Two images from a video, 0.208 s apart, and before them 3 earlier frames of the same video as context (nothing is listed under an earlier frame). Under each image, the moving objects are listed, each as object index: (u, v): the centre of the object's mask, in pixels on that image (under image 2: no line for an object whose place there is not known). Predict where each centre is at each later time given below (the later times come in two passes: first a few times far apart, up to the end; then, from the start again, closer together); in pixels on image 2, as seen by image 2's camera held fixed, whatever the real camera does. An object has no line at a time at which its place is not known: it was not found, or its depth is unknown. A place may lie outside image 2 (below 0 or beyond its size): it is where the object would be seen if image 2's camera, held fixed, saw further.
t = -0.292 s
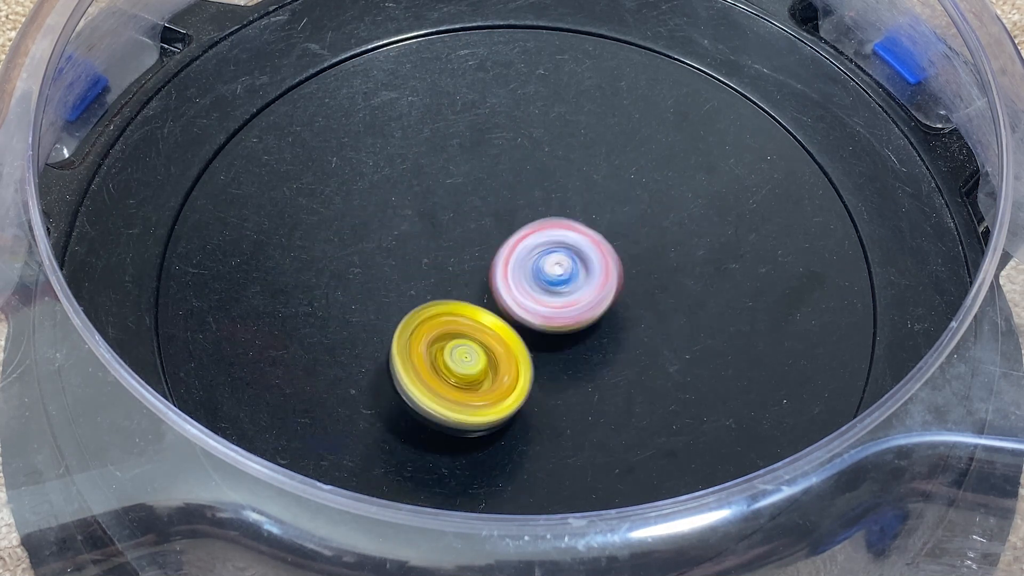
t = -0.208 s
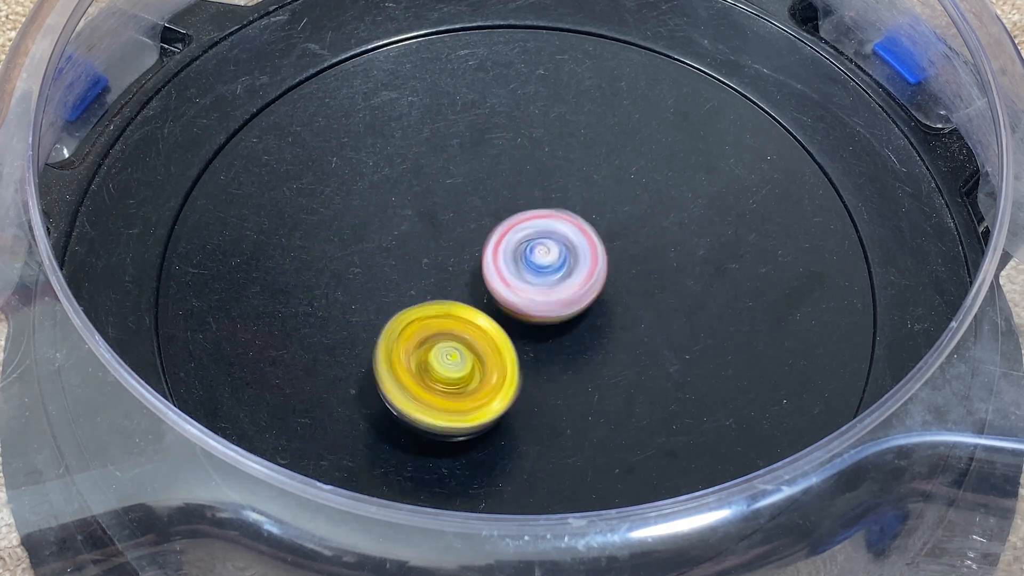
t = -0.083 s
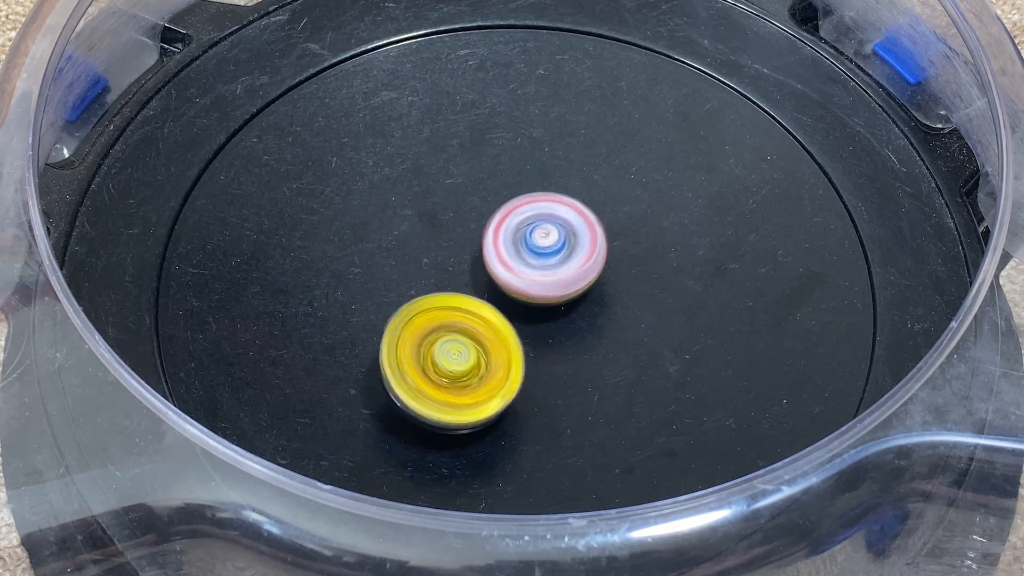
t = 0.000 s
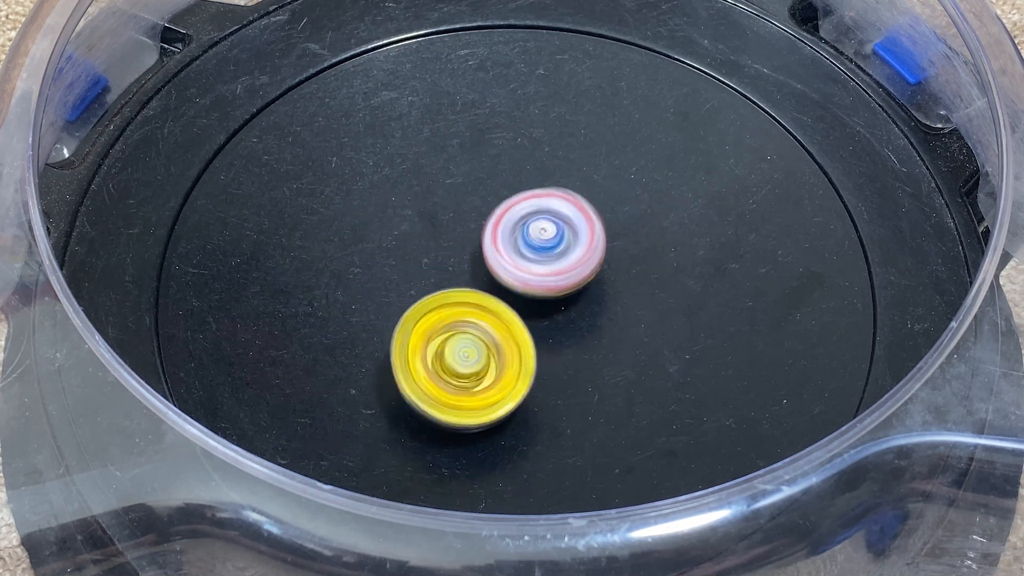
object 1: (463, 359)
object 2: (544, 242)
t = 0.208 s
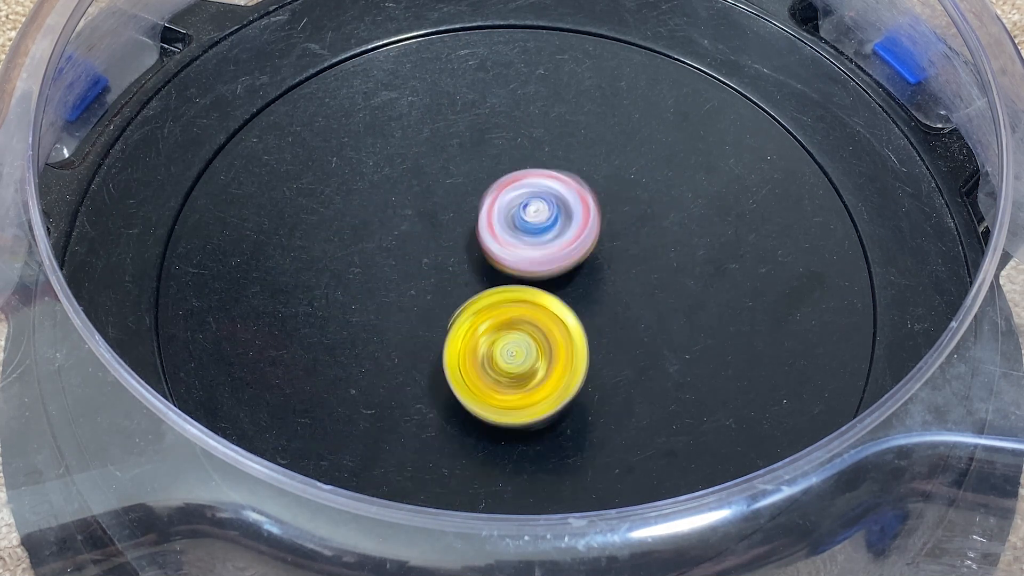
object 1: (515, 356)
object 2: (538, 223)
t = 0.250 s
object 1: (526, 363)
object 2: (543, 209)
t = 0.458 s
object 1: (556, 371)
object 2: (581, 206)
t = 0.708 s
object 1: (561, 388)
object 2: (513, 256)
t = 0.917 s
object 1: (553, 382)
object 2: (472, 174)
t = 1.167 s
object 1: (554, 323)
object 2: (520, 197)
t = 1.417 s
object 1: (601, 348)
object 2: (497, 127)
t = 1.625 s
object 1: (614, 340)
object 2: (494, 210)
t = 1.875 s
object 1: (614, 330)
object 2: (471, 322)
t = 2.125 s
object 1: (615, 311)
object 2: (462, 413)
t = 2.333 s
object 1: (620, 296)
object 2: (457, 397)
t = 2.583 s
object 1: (634, 286)
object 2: (488, 309)
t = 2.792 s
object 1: (630, 284)
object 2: (491, 234)
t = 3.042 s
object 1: (624, 283)
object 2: (531, 196)
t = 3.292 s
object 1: (612, 277)
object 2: (505, 206)
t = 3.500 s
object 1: (602, 274)
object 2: (448, 228)
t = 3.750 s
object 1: (599, 266)
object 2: (425, 245)
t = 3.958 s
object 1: (593, 254)
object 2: (456, 295)
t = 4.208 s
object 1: (586, 244)
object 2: (469, 352)
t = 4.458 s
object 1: (575, 239)
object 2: (502, 340)
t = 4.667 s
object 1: (580, 224)
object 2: (496, 355)
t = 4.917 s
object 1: (580, 212)
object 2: (514, 326)
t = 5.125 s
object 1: (567, 217)
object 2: (528, 328)
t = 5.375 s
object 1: (555, 211)
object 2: (513, 332)
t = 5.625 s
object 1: (551, 211)
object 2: (486, 316)
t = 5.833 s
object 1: (542, 212)
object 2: (456, 312)
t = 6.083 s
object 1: (547, 211)
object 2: (470, 311)
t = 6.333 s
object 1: (534, 213)
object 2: (496, 321)
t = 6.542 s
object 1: (536, 202)
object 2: (509, 359)
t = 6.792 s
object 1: (515, 214)
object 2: (487, 362)
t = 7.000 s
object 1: (495, 212)
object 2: (525, 350)
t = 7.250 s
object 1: (482, 224)
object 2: (559, 341)
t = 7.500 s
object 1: (460, 237)
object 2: (587, 311)
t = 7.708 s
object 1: (465, 245)
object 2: (583, 314)
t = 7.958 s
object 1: (446, 254)
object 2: (580, 302)
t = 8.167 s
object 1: (446, 254)
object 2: (581, 282)
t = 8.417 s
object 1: (451, 248)
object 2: (647, 290)
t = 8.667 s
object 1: (464, 262)
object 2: (646, 309)
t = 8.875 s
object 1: (454, 273)
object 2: (632, 316)
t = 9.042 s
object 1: (460, 275)
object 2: (592, 320)
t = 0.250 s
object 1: (526, 363)
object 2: (543, 209)
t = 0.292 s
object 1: (538, 366)
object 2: (551, 200)
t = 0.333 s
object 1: (546, 367)
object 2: (561, 195)
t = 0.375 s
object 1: (549, 369)
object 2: (569, 195)
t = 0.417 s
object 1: (553, 369)
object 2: (576, 199)
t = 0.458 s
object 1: (556, 371)
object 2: (581, 206)
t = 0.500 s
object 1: (559, 372)
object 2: (582, 217)
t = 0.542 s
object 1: (561, 373)
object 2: (576, 232)
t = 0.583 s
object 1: (561, 374)
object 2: (566, 246)
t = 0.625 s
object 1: (562, 375)
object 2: (552, 259)
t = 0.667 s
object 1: (562, 375)
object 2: (534, 268)
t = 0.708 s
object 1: (561, 388)
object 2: (513, 256)
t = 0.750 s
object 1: (558, 397)
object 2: (495, 236)
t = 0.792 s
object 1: (554, 394)
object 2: (484, 220)
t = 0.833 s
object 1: (553, 389)
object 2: (476, 204)
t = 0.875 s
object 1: (553, 386)
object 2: (471, 188)
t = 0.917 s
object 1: (553, 382)
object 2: (472, 174)
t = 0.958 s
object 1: (554, 379)
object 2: (477, 165)
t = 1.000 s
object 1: (555, 375)
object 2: (485, 160)
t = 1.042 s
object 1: (556, 368)
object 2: (495, 161)
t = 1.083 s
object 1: (555, 356)
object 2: (506, 168)
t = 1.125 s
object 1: (554, 340)
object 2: (514, 181)
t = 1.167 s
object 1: (554, 323)
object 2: (520, 197)
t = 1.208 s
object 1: (560, 316)
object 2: (519, 196)
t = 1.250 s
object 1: (576, 336)
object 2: (504, 164)
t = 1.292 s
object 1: (587, 348)
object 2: (493, 140)
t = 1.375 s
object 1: (599, 350)
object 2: (493, 125)
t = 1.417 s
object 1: (601, 348)
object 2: (497, 127)
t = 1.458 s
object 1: (604, 346)
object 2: (501, 135)
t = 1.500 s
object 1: (607, 344)
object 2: (503, 150)
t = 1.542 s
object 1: (610, 343)
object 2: (503, 170)
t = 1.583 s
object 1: (612, 341)
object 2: (499, 189)
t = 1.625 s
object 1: (614, 340)
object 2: (494, 210)
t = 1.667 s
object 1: (616, 339)
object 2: (490, 229)
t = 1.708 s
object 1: (616, 338)
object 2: (485, 249)
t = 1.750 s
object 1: (617, 336)
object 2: (480, 266)
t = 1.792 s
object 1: (616, 335)
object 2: (477, 285)
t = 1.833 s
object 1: (615, 333)
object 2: (474, 305)
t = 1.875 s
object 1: (614, 330)
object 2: (471, 322)
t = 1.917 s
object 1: (614, 326)
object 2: (470, 339)
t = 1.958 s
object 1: (614, 323)
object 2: (469, 355)
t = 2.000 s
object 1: (614, 320)
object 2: (467, 372)
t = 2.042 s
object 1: (614, 317)
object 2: (467, 387)
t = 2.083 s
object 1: (614, 315)
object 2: (465, 402)
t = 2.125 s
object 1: (615, 311)
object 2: (462, 413)
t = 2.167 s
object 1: (616, 308)
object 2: (458, 419)
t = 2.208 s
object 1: (616, 305)
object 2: (454, 421)
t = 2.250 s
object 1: (618, 302)
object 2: (452, 418)
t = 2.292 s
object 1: (619, 299)
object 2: (453, 410)
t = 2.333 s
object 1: (620, 296)
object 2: (457, 397)
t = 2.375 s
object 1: (621, 294)
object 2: (465, 381)
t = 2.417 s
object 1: (623, 292)
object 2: (477, 364)
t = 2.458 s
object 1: (625, 290)
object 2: (491, 349)
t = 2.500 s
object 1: (629, 287)
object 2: (496, 336)
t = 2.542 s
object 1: (636, 286)
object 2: (490, 324)
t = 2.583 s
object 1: (634, 286)
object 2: (488, 309)
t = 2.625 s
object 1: (634, 283)
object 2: (491, 293)
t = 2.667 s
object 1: (634, 282)
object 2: (497, 278)
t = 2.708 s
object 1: (639, 284)
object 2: (495, 262)
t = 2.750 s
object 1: (636, 287)
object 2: (491, 248)
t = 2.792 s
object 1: (630, 284)
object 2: (491, 234)
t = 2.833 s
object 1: (630, 282)
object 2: (496, 221)
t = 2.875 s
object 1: (629, 281)
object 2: (502, 210)
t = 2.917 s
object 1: (625, 280)
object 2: (514, 203)
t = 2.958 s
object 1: (622, 277)
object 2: (525, 202)
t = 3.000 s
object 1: (626, 280)
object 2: (530, 198)
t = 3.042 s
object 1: (624, 283)
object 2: (531, 196)
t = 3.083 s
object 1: (619, 281)
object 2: (533, 199)
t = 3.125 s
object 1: (619, 280)
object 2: (531, 199)
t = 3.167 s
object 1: (616, 284)
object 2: (524, 198)
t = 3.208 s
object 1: (611, 281)
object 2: (517, 198)
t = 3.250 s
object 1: (611, 278)
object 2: (510, 201)
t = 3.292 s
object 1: (612, 277)
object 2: (505, 206)
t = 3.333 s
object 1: (608, 276)
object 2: (498, 214)
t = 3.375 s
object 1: (607, 273)
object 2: (492, 221)
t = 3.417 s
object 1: (612, 279)
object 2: (474, 224)
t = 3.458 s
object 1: (605, 279)
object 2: (463, 225)
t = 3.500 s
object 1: (602, 274)
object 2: (448, 228)
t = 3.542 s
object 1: (606, 272)
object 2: (437, 228)
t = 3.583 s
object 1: (604, 272)
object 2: (429, 230)
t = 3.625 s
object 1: (601, 270)
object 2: (423, 231)
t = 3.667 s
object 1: (600, 267)
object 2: (422, 235)
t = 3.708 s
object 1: (601, 266)
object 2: (421, 239)
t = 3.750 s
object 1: (599, 266)
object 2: (425, 245)
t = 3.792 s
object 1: (597, 263)
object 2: (429, 252)
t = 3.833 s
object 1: (596, 260)
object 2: (436, 261)
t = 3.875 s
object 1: (595, 258)
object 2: (443, 272)
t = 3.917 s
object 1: (594, 256)
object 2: (450, 283)
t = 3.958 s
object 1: (593, 254)
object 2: (456, 295)
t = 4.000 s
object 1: (592, 252)
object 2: (462, 308)
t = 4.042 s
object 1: (591, 250)
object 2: (465, 320)
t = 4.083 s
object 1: (590, 248)
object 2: (469, 332)
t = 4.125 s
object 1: (588, 247)
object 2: (468, 342)
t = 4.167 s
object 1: (588, 246)
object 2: (469, 349)
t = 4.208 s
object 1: (586, 244)
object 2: (469, 352)
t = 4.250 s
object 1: (585, 244)
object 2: (470, 354)
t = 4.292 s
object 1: (583, 242)
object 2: (474, 354)
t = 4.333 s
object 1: (582, 241)
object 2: (478, 353)
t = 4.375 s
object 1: (580, 240)
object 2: (485, 350)
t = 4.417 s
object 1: (578, 240)
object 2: (492, 345)
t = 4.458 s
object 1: (575, 239)
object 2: (502, 340)
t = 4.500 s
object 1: (576, 232)
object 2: (505, 341)
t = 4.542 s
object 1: (584, 223)
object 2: (503, 351)
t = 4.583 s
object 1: (587, 223)
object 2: (501, 355)
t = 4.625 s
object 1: (585, 225)
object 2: (498, 357)
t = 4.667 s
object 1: (580, 224)
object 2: (496, 355)
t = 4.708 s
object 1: (578, 222)
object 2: (496, 351)
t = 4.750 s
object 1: (578, 220)
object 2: (497, 344)
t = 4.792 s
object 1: (577, 220)
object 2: (502, 338)
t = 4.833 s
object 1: (575, 221)
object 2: (508, 328)
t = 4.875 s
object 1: (574, 217)
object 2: (513, 321)
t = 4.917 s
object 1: (580, 212)
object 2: (514, 326)
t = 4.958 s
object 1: (582, 218)
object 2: (518, 328)
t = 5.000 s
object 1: (573, 218)
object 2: (520, 329)
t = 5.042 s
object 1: (569, 217)
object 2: (523, 330)
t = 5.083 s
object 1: (569, 216)
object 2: (526, 328)
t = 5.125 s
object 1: (567, 217)
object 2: (528, 328)
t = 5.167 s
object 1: (563, 217)
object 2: (530, 326)
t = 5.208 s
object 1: (562, 214)
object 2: (531, 328)
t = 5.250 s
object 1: (566, 211)
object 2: (529, 332)
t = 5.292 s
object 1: (565, 214)
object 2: (525, 333)
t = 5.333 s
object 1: (560, 214)
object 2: (518, 333)
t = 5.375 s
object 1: (555, 211)
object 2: (513, 332)
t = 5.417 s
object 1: (556, 210)
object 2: (509, 327)
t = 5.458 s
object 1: (555, 211)
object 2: (505, 321)
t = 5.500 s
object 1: (553, 209)
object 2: (500, 318)
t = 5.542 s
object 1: (557, 208)
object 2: (494, 315)
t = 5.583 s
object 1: (556, 212)
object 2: (491, 314)
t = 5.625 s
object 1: (551, 211)
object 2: (486, 316)
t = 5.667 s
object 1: (550, 209)
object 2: (478, 321)
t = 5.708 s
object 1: (552, 210)
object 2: (470, 321)
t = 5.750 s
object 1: (548, 213)
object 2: (463, 321)
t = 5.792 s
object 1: (543, 212)
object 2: (457, 319)
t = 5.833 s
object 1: (542, 212)
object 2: (456, 312)
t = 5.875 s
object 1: (542, 212)
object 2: (459, 305)
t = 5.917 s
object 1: (544, 209)
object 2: (462, 304)
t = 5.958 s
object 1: (550, 208)
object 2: (463, 305)
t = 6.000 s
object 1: (549, 213)
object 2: (467, 304)
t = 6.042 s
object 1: (546, 213)
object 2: (469, 307)
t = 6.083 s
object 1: (547, 211)
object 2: (470, 311)
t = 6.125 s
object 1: (546, 214)
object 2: (473, 314)
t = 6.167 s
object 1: (542, 214)
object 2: (476, 316)
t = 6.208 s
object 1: (537, 214)
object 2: (480, 318)
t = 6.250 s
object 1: (535, 213)
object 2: (485, 320)
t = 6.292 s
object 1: (535, 212)
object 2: (490, 320)
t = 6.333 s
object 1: (534, 213)
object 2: (496, 321)
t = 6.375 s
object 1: (536, 213)
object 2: (500, 324)
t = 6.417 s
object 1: (536, 214)
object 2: (503, 325)
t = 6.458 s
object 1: (531, 214)
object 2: (507, 330)
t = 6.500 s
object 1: (533, 204)
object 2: (509, 348)
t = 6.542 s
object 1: (536, 202)
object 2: (509, 359)
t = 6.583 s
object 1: (538, 206)
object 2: (506, 370)
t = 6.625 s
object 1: (533, 211)
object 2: (500, 377)
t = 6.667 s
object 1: (525, 213)
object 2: (497, 378)
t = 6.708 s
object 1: (520, 213)
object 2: (492, 377)
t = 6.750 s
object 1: (516, 212)
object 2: (487, 372)
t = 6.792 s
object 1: (515, 214)
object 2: (487, 362)
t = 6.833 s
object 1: (512, 217)
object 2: (489, 351)
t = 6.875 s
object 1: (508, 222)
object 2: (495, 339)
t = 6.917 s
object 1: (502, 220)
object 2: (504, 340)
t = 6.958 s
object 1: (497, 213)
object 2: (515, 347)
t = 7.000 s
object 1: (495, 212)
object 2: (525, 350)
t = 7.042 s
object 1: (492, 212)
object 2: (534, 352)
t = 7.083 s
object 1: (491, 212)
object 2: (541, 354)
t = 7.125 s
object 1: (492, 213)
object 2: (546, 354)
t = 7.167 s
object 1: (492, 216)
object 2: (550, 351)
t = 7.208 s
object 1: (489, 221)
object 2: (555, 347)
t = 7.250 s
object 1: (482, 224)
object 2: (559, 341)
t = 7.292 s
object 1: (476, 225)
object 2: (563, 336)
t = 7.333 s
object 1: (474, 226)
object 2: (566, 329)
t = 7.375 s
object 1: (473, 228)
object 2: (568, 320)
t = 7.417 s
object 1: (473, 232)
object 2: (570, 312)
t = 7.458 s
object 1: (466, 234)
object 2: (578, 309)
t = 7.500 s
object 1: (460, 237)
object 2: (587, 311)
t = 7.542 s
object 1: (457, 238)
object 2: (592, 314)
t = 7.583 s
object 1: (456, 239)
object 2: (592, 316)
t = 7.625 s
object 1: (458, 239)
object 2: (591, 315)
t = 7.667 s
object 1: (461, 240)
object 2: (589, 317)
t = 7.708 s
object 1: (465, 245)
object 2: (583, 314)
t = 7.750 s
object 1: (465, 250)
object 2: (577, 312)
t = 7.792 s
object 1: (459, 250)
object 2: (579, 311)
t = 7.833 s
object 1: (455, 249)
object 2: (579, 309)
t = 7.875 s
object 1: (453, 251)
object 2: (578, 306)
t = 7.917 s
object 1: (451, 254)
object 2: (575, 303)
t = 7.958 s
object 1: (446, 254)
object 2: (580, 302)
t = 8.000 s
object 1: (447, 256)
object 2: (581, 298)
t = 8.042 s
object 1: (445, 255)
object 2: (581, 294)
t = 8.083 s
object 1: (445, 254)
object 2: (581, 290)
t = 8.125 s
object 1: (447, 253)
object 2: (580, 286)
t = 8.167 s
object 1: (446, 254)
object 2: (581, 282)
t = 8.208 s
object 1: (436, 252)
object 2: (602, 282)
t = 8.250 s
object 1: (437, 249)
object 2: (614, 282)
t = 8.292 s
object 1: (439, 246)
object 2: (624, 283)
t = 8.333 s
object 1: (441, 246)
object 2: (634, 284)
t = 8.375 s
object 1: (447, 248)
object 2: (642, 286)
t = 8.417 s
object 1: (451, 248)
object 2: (647, 290)
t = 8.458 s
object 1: (457, 251)
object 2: (645, 294)
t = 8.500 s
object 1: (467, 251)
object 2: (638, 297)
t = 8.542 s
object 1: (476, 255)
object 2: (628, 300)
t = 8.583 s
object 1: (488, 260)
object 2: (616, 300)
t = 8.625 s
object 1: (473, 261)
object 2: (636, 306)
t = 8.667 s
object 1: (464, 262)
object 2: (646, 309)
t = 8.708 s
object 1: (462, 265)
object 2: (646, 312)
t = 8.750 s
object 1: (458, 270)
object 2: (647, 316)
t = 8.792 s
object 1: (457, 274)
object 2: (644, 317)
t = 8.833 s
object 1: (454, 274)
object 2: (640, 318)
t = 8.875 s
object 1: (454, 273)
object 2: (632, 316)
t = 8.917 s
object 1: (455, 272)
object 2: (617, 316)
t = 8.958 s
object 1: (460, 273)
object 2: (605, 316)
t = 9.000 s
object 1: (463, 274)
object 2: (593, 316)
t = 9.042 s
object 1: (460, 275)
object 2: (592, 320)
